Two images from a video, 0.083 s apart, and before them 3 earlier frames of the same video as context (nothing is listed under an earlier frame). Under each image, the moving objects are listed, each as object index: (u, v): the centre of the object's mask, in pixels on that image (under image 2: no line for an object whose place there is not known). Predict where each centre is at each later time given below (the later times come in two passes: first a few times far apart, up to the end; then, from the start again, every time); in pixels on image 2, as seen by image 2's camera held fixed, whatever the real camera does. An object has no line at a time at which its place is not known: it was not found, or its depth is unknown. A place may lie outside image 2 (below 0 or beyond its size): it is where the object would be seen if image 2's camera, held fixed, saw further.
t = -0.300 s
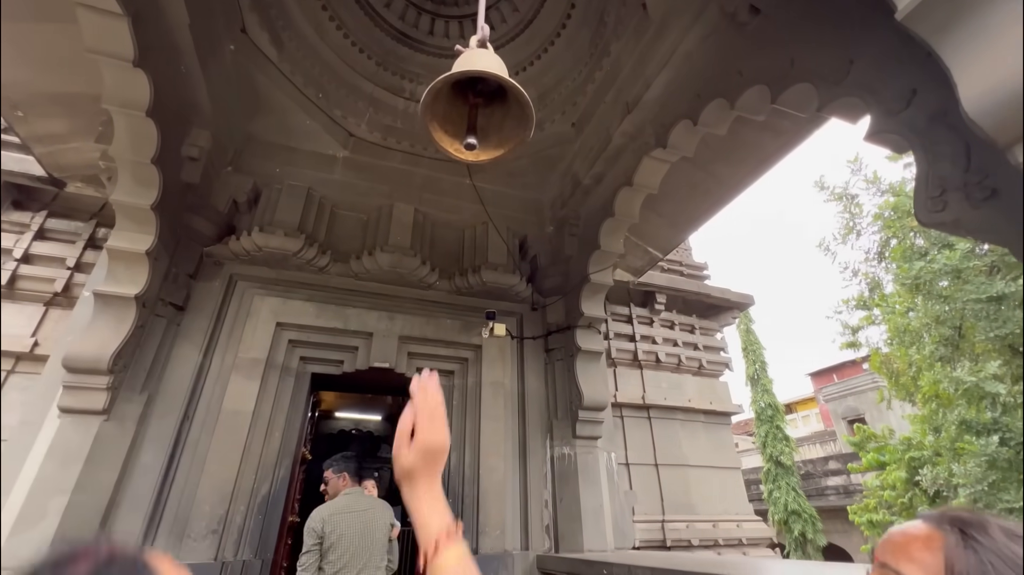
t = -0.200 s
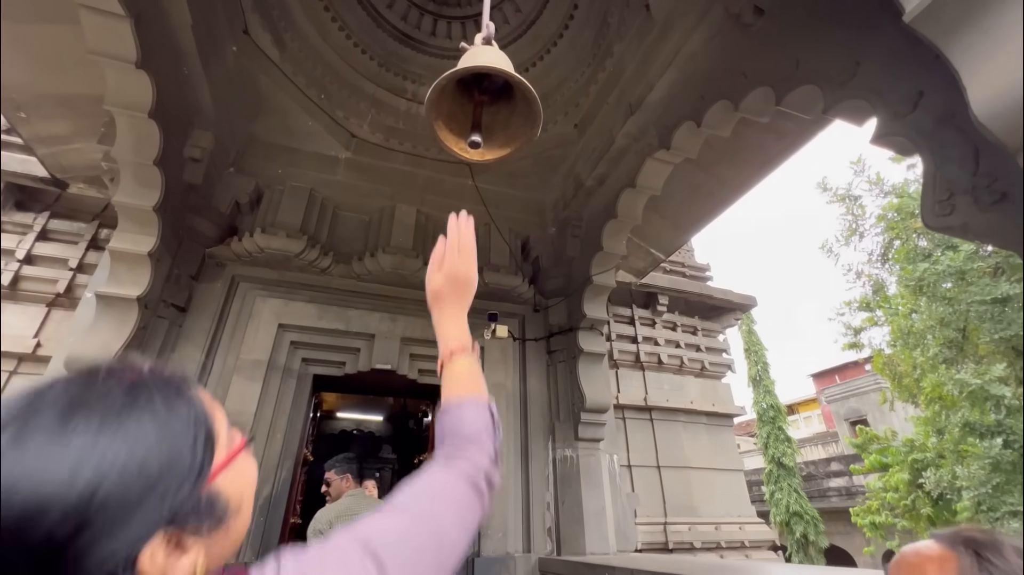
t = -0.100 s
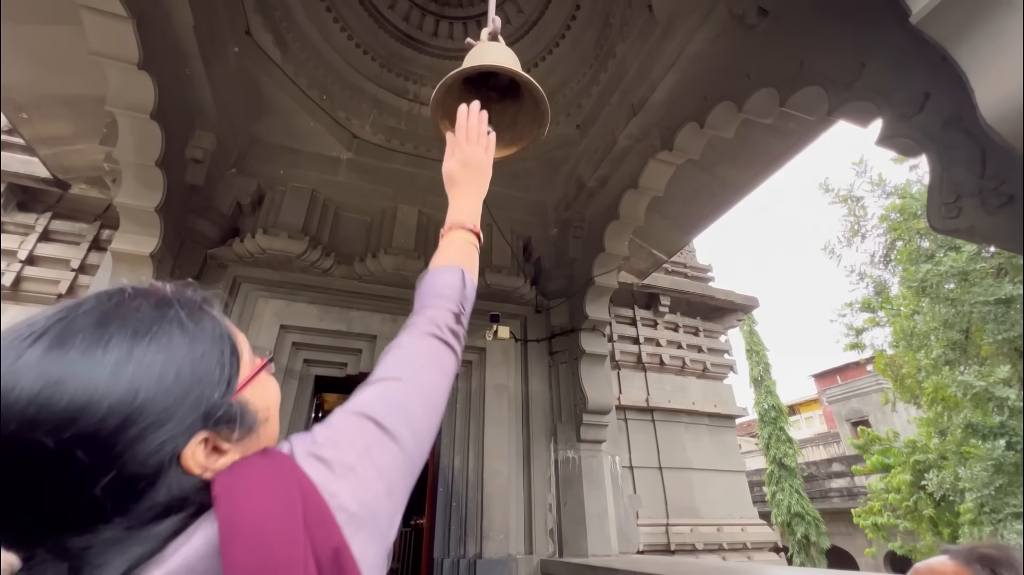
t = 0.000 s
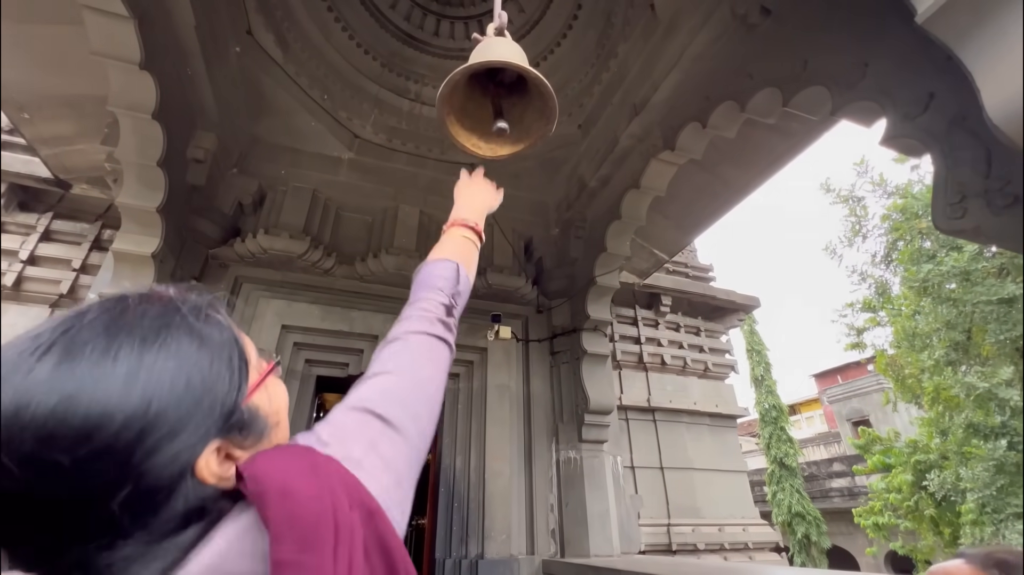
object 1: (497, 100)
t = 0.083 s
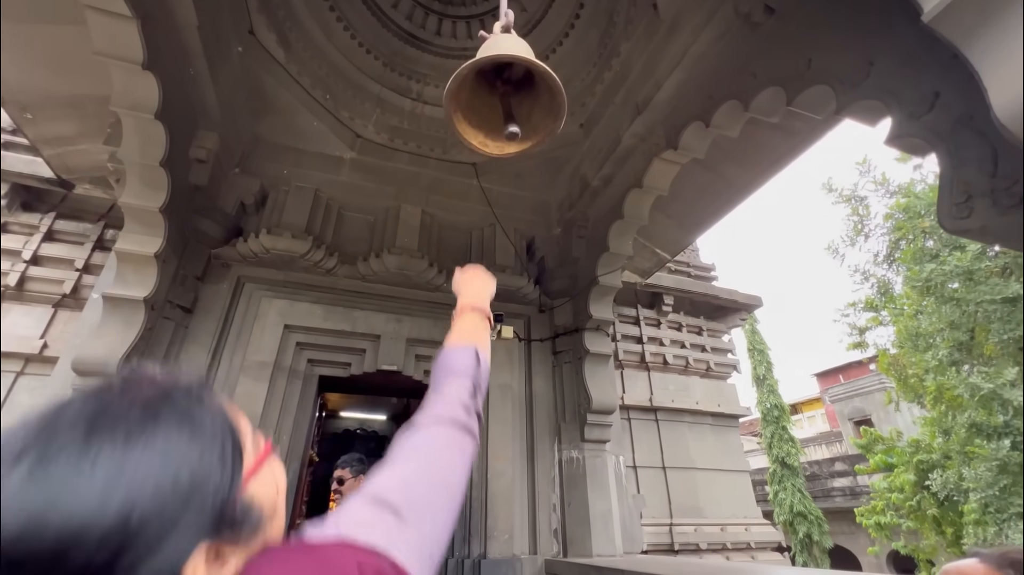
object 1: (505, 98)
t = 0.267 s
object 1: (515, 96)
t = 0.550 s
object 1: (523, 105)
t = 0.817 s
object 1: (520, 119)
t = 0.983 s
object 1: (513, 126)
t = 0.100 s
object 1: (506, 98)
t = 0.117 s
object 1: (507, 97)
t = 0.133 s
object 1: (508, 97)
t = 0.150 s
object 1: (509, 97)
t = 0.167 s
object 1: (510, 97)
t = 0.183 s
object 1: (511, 96)
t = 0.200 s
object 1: (512, 96)
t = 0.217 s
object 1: (513, 96)
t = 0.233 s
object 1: (514, 96)
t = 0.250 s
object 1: (514, 96)
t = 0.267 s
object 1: (515, 96)
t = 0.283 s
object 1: (516, 96)
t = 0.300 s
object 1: (516, 97)
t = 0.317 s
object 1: (517, 97)
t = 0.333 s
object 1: (518, 97)
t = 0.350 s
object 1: (518, 98)
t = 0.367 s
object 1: (519, 98)
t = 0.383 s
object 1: (519, 98)
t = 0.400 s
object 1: (520, 99)
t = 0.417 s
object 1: (520, 99)
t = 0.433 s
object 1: (521, 100)
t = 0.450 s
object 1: (521, 100)
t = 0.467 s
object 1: (522, 101)
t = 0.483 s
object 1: (522, 102)
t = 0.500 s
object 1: (522, 103)
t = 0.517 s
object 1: (523, 103)
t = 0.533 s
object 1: (523, 104)
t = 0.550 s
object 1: (523, 105)
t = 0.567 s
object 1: (523, 106)
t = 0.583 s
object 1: (524, 107)
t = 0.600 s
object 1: (524, 108)
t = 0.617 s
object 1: (524, 108)
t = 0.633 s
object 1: (524, 109)
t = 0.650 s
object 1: (524, 110)
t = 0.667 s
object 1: (524, 111)
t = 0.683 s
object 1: (524, 112)
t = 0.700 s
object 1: (524, 113)
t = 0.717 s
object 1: (523, 113)
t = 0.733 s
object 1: (522, 115)
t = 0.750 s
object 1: (522, 116)
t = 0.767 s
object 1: (522, 117)
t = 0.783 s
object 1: (521, 117)
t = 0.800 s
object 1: (520, 118)
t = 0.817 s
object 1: (520, 119)
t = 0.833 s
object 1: (520, 120)
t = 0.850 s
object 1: (519, 121)
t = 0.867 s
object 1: (518, 122)
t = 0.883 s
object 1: (517, 123)
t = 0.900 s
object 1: (517, 124)
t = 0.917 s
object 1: (516, 124)
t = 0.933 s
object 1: (515, 125)
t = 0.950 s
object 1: (514, 125)
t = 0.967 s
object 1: (513, 126)
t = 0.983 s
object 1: (513, 126)
